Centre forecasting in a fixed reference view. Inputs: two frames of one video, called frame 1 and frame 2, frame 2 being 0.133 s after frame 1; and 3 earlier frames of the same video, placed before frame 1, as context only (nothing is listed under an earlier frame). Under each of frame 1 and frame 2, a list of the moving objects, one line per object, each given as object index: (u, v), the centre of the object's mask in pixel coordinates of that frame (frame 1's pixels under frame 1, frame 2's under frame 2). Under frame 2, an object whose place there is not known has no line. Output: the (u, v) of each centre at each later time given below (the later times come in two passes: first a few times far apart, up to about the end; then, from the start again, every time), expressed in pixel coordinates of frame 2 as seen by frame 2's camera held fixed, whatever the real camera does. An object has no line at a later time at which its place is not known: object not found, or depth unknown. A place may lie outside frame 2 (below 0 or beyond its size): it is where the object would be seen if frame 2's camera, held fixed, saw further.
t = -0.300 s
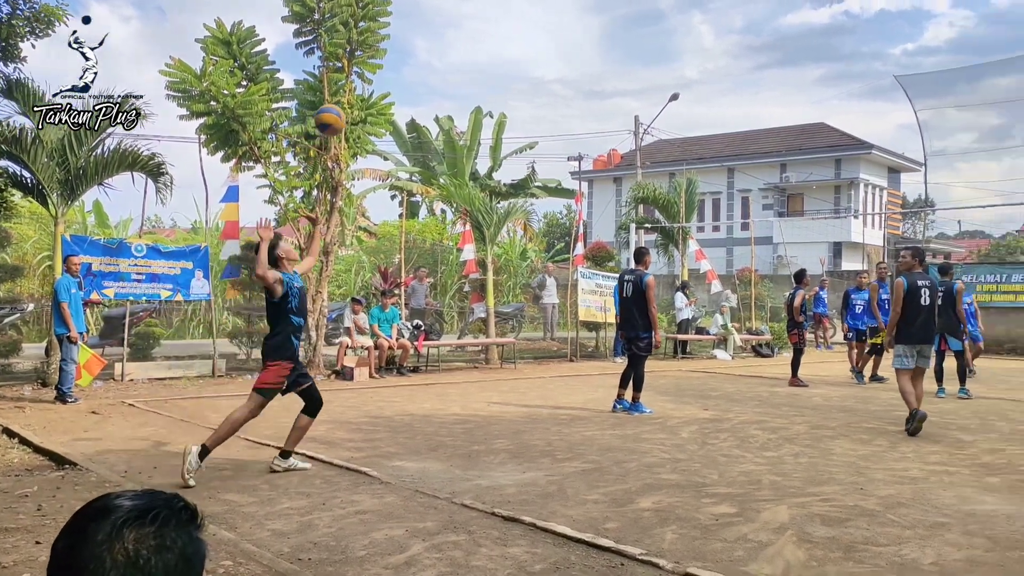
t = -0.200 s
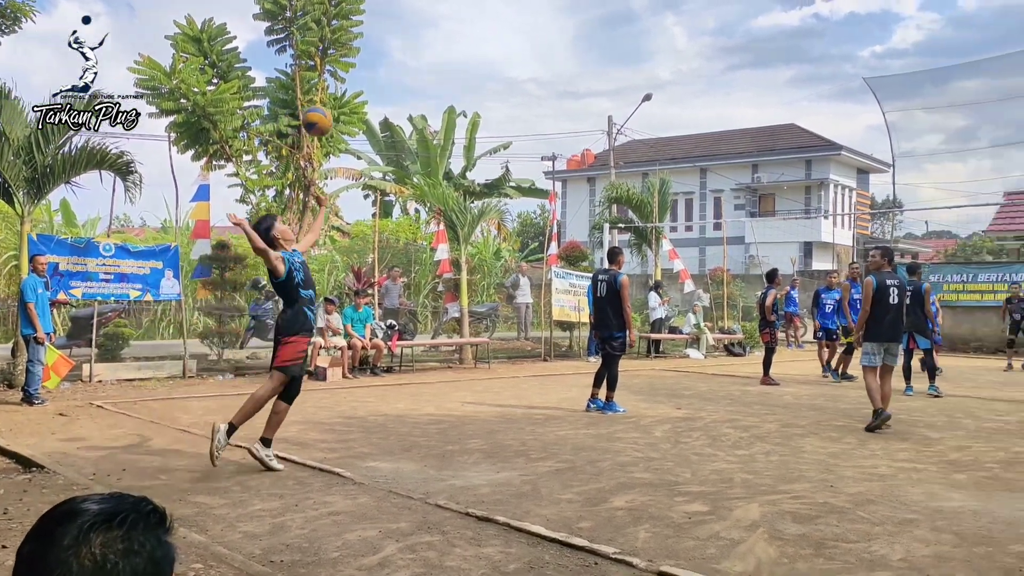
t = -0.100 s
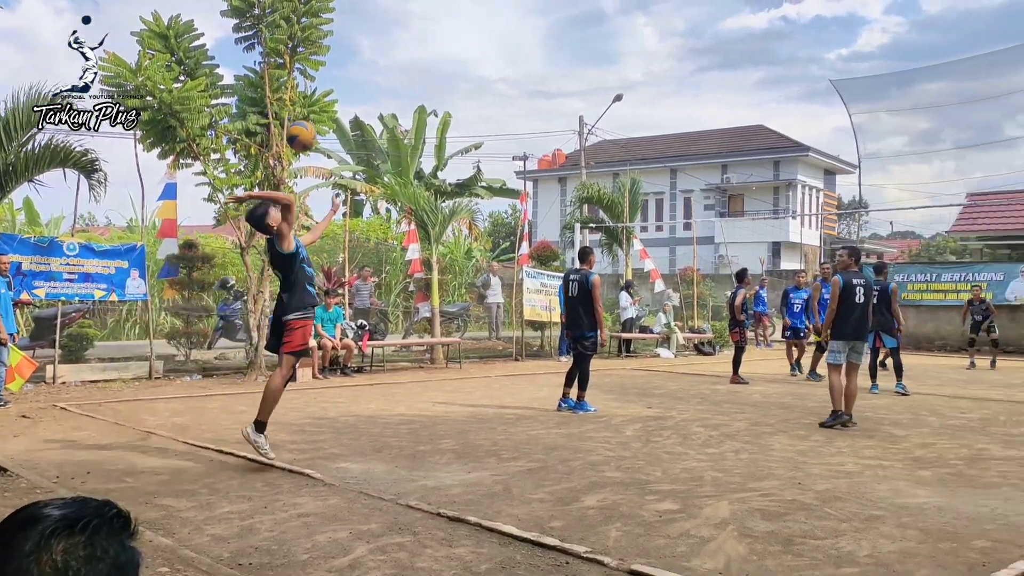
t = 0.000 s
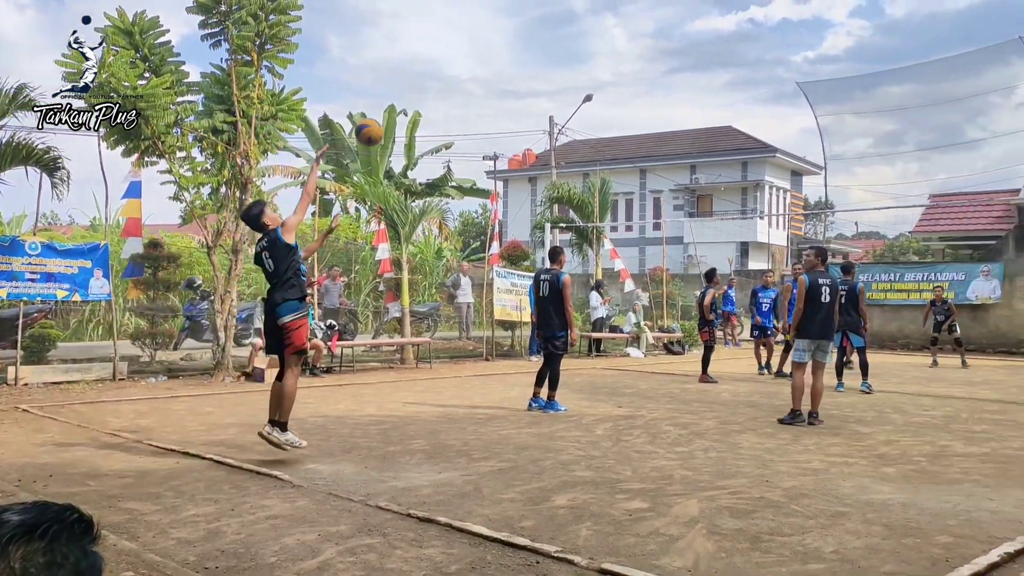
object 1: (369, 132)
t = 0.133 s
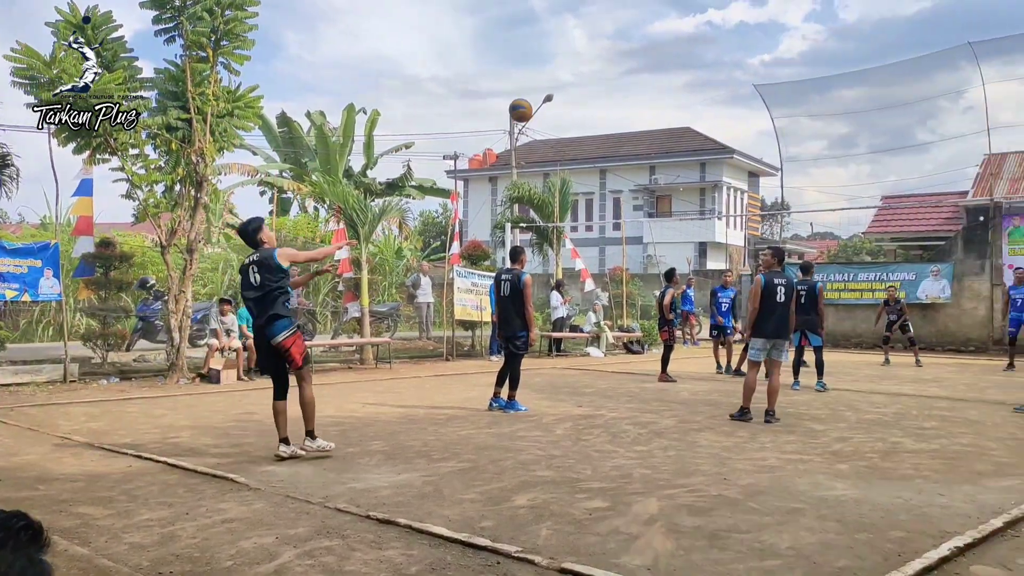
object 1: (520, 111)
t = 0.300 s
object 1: (687, 116)
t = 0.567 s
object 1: (860, 158)
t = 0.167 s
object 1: (559, 109)
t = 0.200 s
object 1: (595, 109)
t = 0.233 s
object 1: (628, 110)
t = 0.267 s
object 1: (658, 113)
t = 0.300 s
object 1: (687, 116)
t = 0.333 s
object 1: (713, 120)
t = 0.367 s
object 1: (738, 124)
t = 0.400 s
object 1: (761, 129)
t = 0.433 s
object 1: (783, 134)
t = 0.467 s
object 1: (804, 139)
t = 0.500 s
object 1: (823, 145)
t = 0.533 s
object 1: (842, 151)
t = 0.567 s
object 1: (860, 158)
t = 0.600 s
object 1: (877, 166)
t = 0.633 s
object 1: (893, 174)
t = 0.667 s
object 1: (909, 182)
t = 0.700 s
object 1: (923, 190)
